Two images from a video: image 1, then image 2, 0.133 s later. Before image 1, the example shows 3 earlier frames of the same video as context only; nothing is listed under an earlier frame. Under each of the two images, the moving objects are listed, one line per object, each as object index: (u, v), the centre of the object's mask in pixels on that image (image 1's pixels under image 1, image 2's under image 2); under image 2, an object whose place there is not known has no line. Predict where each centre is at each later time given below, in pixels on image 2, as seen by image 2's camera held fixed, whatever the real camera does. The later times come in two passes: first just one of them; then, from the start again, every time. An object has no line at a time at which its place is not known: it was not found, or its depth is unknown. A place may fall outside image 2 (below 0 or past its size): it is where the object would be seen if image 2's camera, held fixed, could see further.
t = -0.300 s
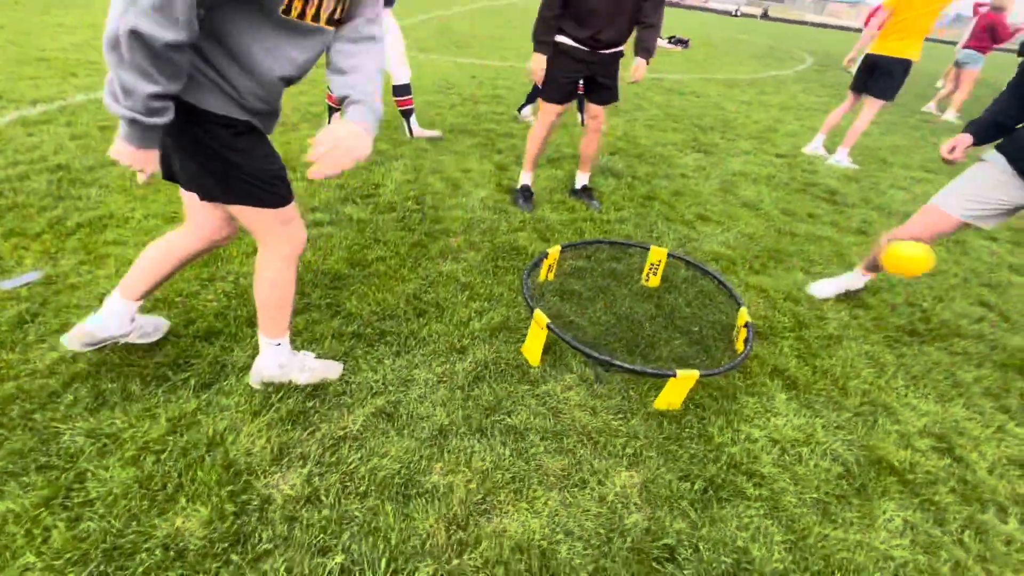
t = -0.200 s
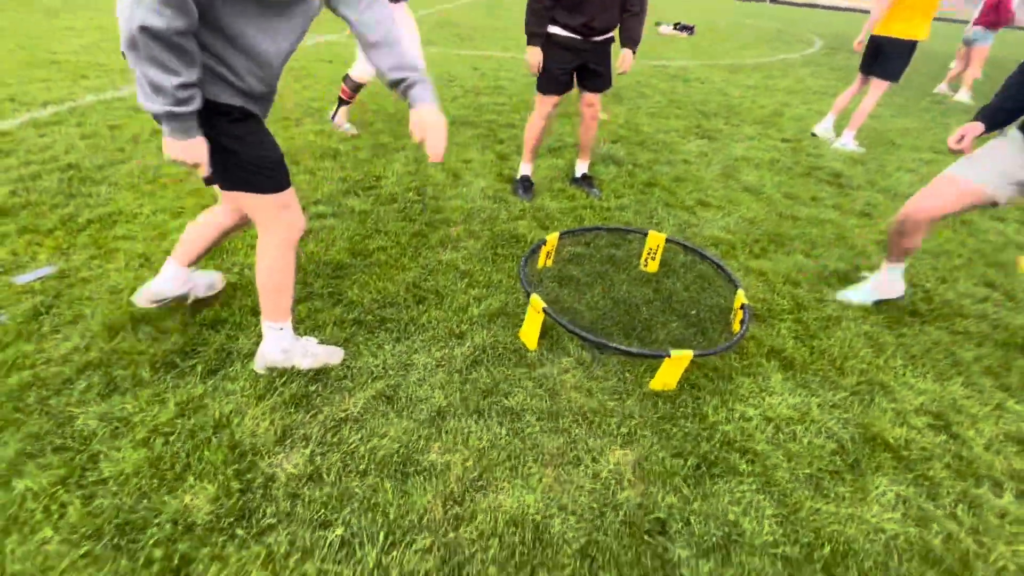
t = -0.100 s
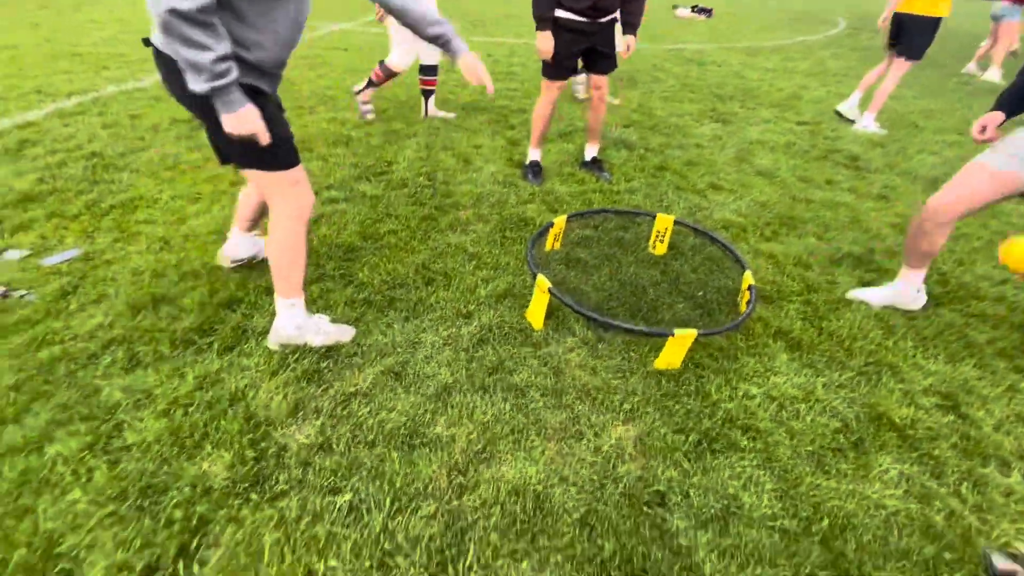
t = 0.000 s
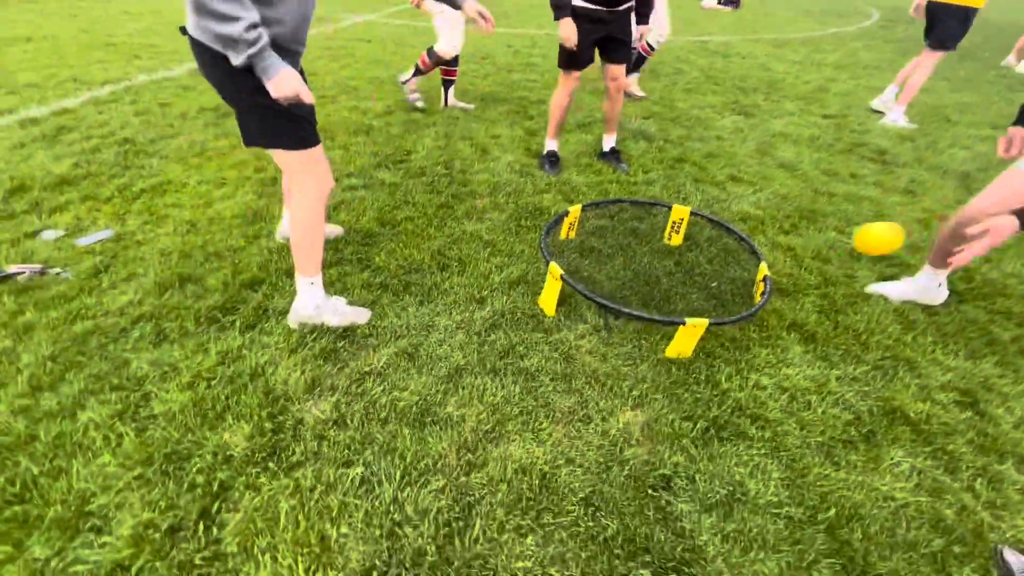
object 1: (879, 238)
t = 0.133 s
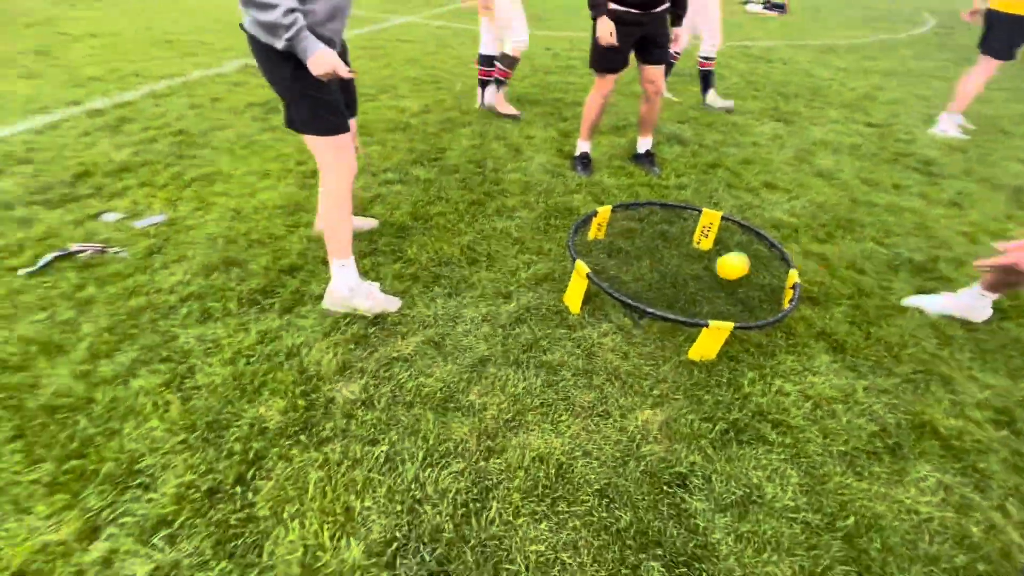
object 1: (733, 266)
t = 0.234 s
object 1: (682, 242)
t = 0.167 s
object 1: (710, 266)
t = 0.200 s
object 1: (695, 254)
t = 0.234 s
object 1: (682, 242)
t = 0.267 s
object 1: (669, 231)
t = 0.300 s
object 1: (656, 223)
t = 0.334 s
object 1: (642, 216)
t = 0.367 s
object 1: (627, 212)
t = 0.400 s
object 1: (613, 211)
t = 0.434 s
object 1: (600, 211)
